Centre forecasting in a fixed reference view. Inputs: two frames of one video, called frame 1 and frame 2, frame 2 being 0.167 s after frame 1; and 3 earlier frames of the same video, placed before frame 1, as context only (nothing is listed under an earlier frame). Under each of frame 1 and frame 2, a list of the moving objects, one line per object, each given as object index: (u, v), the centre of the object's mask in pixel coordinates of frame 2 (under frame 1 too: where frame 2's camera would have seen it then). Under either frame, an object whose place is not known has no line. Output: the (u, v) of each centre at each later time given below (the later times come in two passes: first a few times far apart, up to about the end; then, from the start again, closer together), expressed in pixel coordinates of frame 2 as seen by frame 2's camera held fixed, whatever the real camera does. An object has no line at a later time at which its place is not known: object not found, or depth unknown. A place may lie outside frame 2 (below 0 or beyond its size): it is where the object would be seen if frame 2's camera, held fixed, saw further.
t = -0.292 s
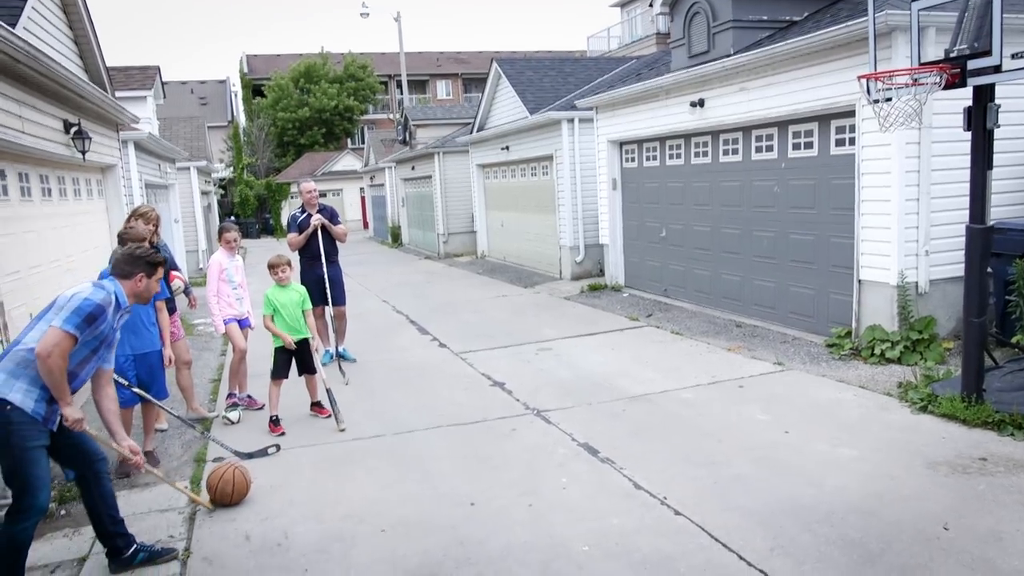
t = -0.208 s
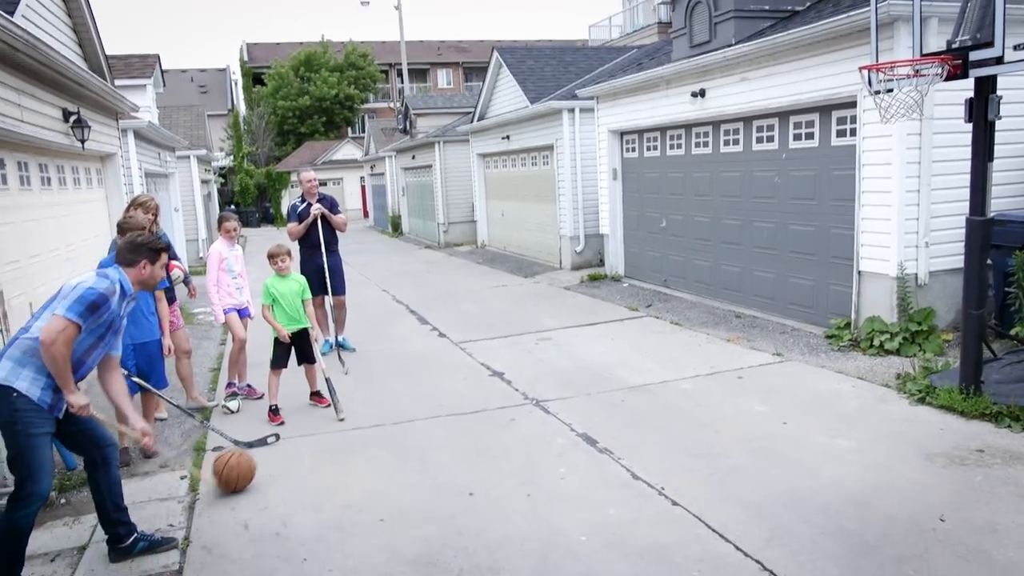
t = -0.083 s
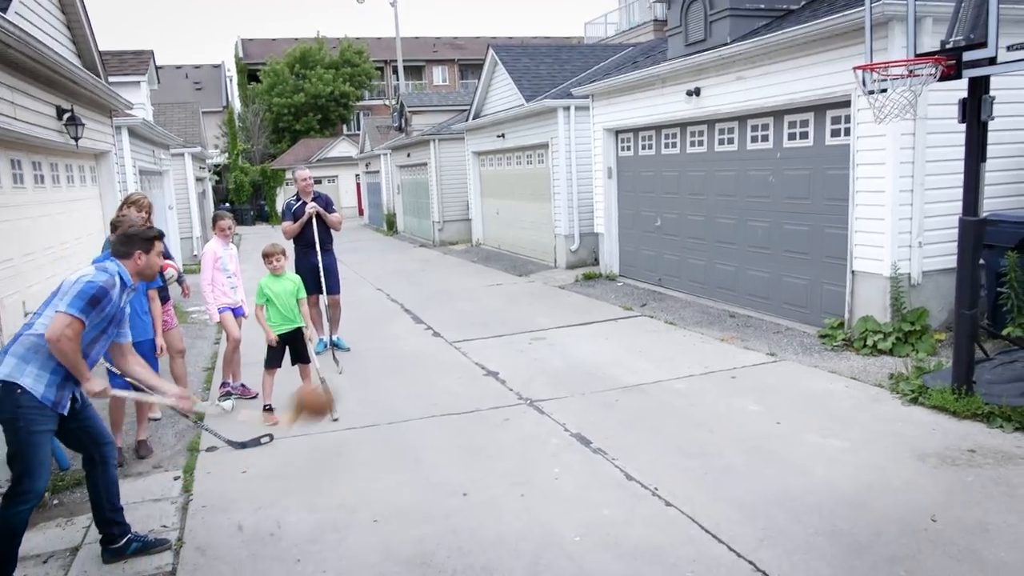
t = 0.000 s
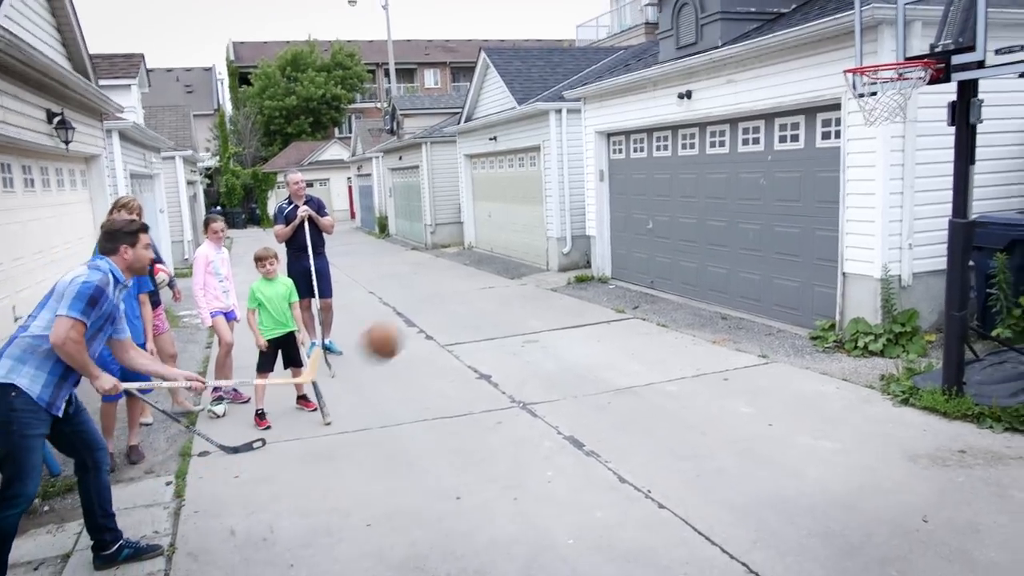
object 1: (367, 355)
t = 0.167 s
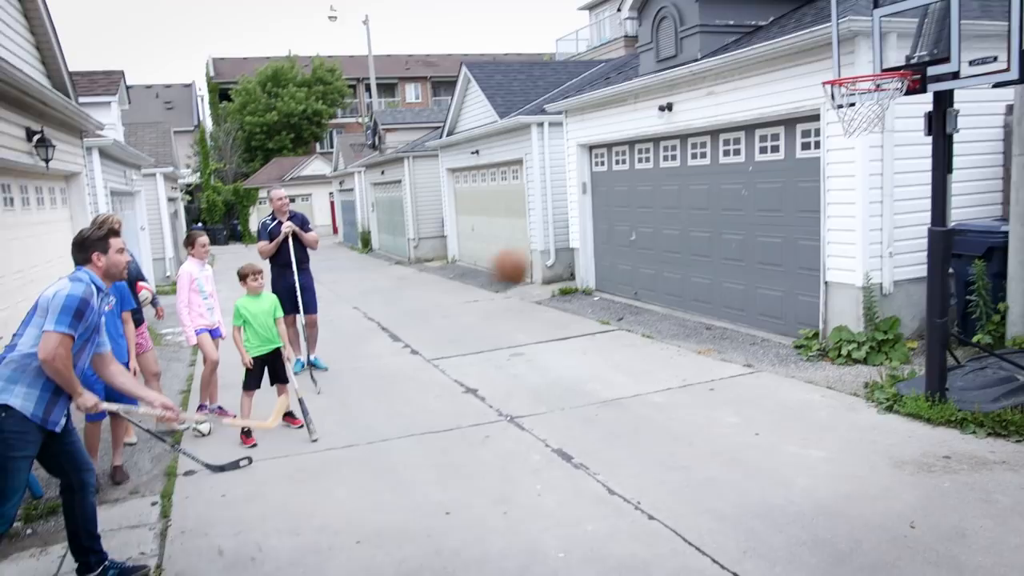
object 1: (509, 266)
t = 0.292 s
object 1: (610, 231)
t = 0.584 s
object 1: (802, 244)
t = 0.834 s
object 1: (922, 334)
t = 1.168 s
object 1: (916, 243)
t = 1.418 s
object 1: (861, 269)
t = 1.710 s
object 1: (799, 360)
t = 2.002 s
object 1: (791, 294)
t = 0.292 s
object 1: (610, 231)
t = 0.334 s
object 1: (640, 225)
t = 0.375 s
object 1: (669, 222)
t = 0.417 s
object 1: (698, 222)
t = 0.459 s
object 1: (725, 224)
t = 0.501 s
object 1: (752, 229)
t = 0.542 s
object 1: (778, 236)
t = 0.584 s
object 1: (802, 244)
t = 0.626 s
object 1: (824, 255)
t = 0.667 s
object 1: (848, 268)
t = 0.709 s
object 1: (870, 283)
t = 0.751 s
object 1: (891, 300)
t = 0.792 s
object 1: (912, 316)
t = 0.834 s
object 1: (922, 334)
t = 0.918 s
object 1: (955, 311)
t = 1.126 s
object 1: (921, 247)
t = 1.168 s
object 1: (916, 243)
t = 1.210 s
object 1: (908, 242)
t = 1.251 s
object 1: (899, 244)
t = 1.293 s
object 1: (889, 247)
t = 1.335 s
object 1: (880, 252)
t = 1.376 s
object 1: (870, 260)
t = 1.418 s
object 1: (861, 269)
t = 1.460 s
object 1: (852, 281)
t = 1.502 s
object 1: (842, 295)
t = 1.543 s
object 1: (832, 313)
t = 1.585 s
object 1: (822, 331)
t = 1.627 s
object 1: (811, 351)
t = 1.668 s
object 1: (801, 375)
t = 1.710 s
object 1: (799, 360)
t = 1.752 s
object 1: (798, 343)
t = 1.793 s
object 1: (798, 329)
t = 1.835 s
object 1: (796, 318)
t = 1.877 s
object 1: (795, 309)
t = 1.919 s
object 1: (794, 302)
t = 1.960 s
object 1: (792, 297)
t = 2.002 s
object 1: (791, 294)
